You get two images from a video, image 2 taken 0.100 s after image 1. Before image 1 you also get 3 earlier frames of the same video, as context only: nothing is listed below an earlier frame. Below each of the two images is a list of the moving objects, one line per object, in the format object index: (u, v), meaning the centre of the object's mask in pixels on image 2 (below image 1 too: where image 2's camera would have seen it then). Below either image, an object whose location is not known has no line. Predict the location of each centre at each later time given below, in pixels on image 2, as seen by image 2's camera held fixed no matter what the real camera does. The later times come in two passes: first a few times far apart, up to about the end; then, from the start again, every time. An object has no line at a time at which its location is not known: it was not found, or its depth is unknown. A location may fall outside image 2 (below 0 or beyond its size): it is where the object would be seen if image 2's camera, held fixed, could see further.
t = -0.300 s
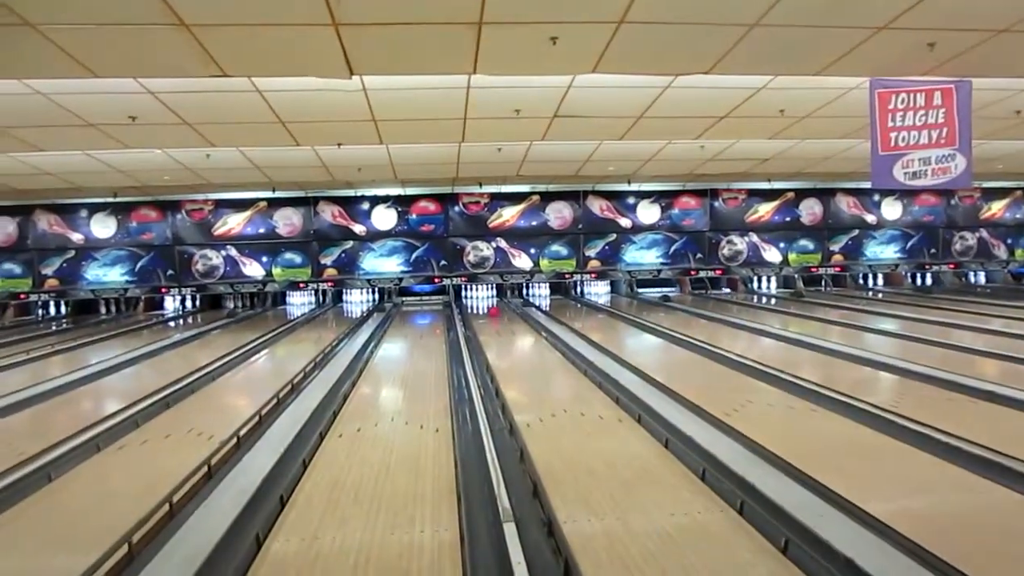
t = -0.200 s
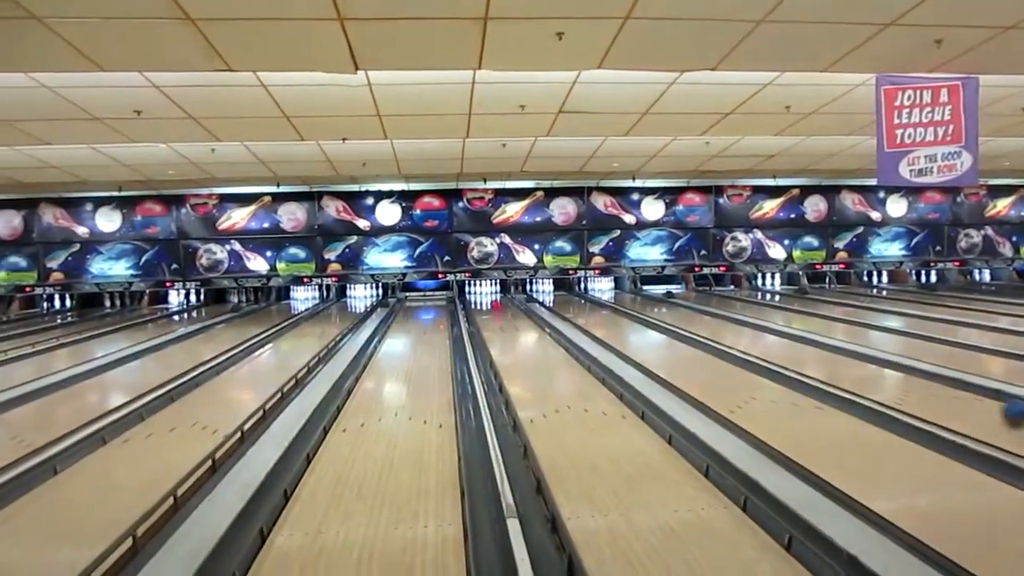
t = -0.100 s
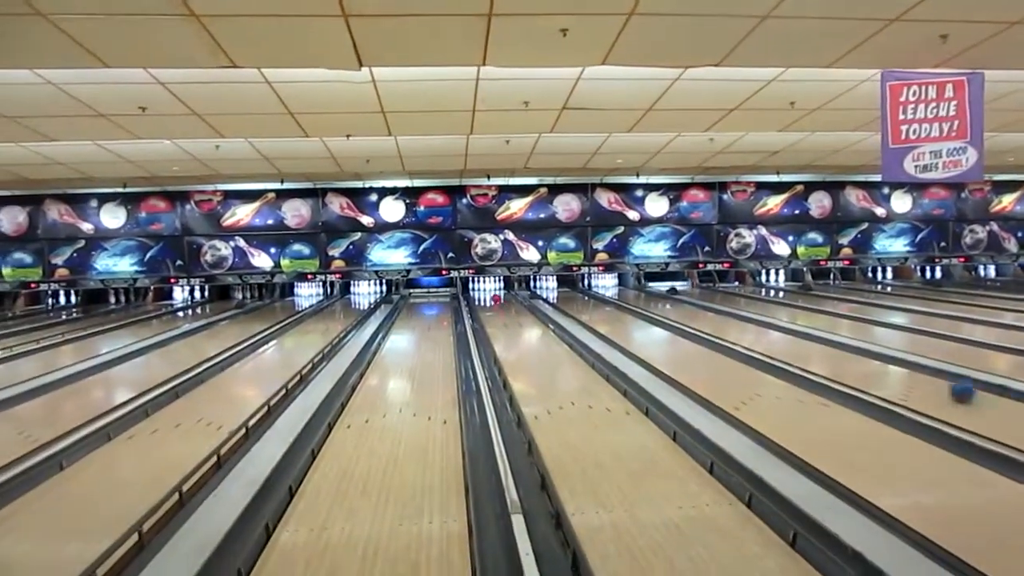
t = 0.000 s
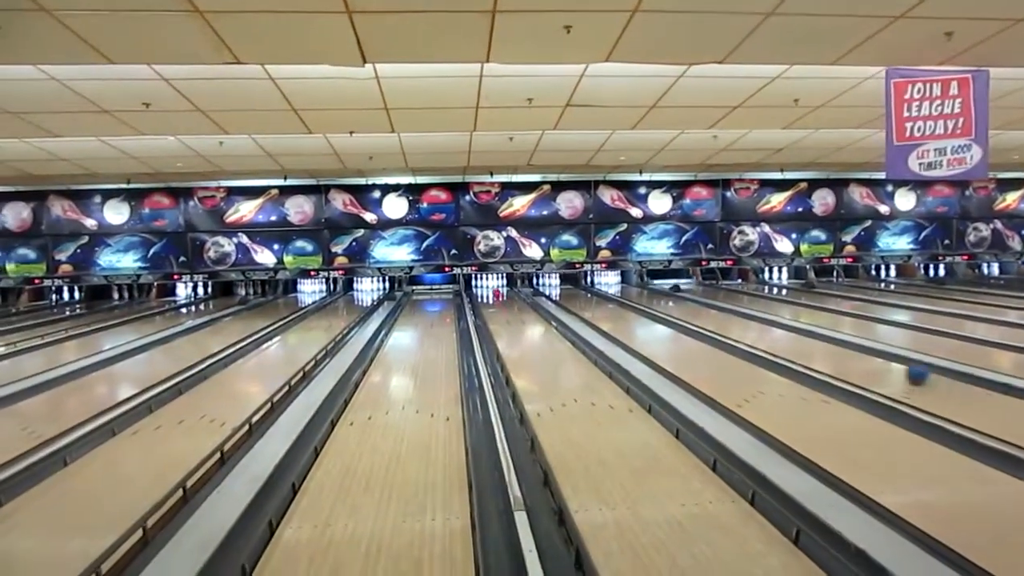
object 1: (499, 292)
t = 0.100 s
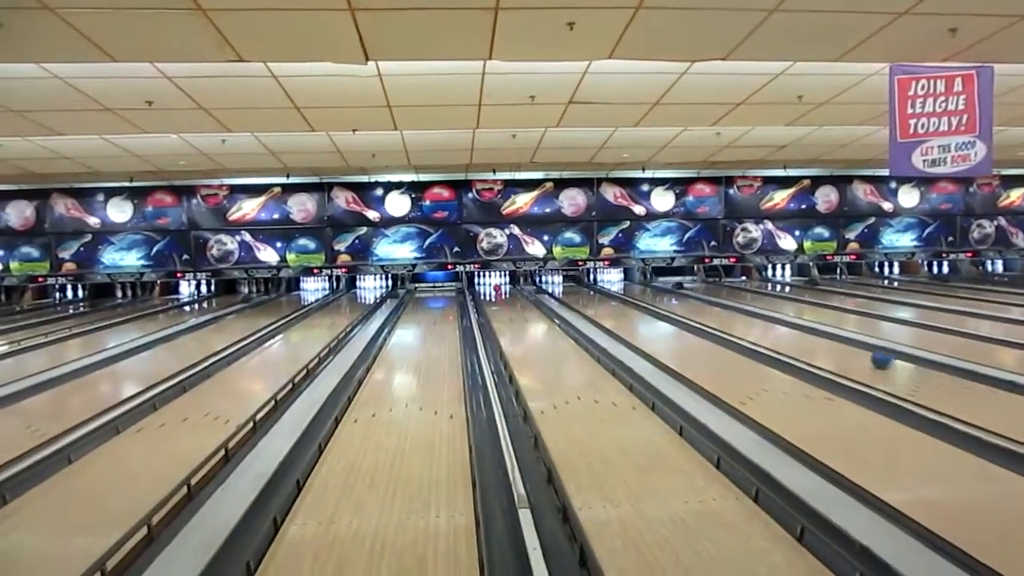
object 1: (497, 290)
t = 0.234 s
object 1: (496, 290)
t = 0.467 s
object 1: (491, 288)
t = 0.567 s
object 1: (488, 281)
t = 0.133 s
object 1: (497, 290)
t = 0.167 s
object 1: (496, 290)
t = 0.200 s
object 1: (496, 292)
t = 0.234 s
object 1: (496, 290)
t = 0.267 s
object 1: (495, 291)
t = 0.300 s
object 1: (495, 290)
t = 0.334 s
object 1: (494, 288)
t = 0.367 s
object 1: (494, 288)
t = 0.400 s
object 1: (493, 287)
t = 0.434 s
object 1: (494, 290)
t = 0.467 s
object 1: (491, 288)
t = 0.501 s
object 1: (490, 286)
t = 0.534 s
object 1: (489, 283)
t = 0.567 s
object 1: (488, 281)
